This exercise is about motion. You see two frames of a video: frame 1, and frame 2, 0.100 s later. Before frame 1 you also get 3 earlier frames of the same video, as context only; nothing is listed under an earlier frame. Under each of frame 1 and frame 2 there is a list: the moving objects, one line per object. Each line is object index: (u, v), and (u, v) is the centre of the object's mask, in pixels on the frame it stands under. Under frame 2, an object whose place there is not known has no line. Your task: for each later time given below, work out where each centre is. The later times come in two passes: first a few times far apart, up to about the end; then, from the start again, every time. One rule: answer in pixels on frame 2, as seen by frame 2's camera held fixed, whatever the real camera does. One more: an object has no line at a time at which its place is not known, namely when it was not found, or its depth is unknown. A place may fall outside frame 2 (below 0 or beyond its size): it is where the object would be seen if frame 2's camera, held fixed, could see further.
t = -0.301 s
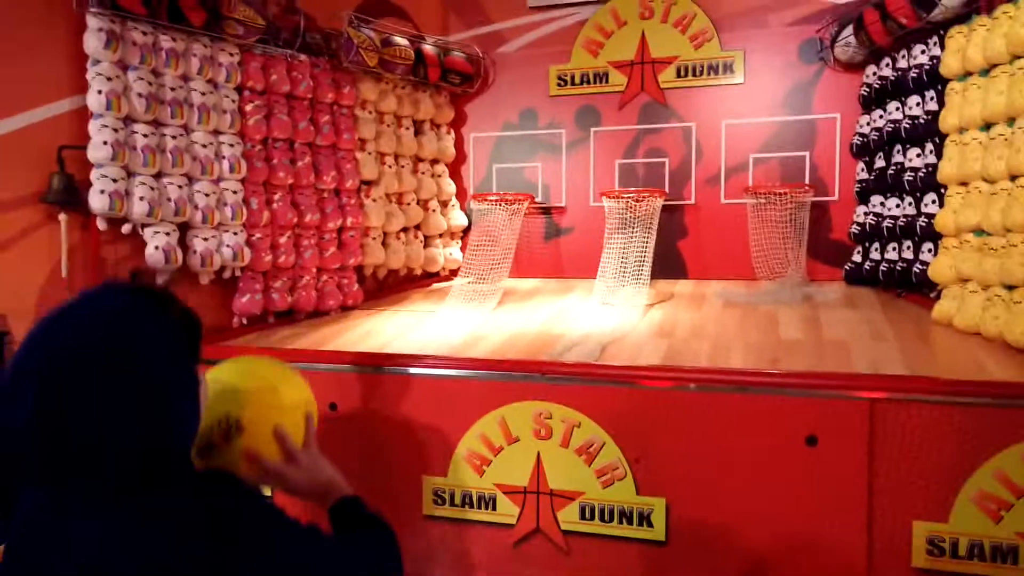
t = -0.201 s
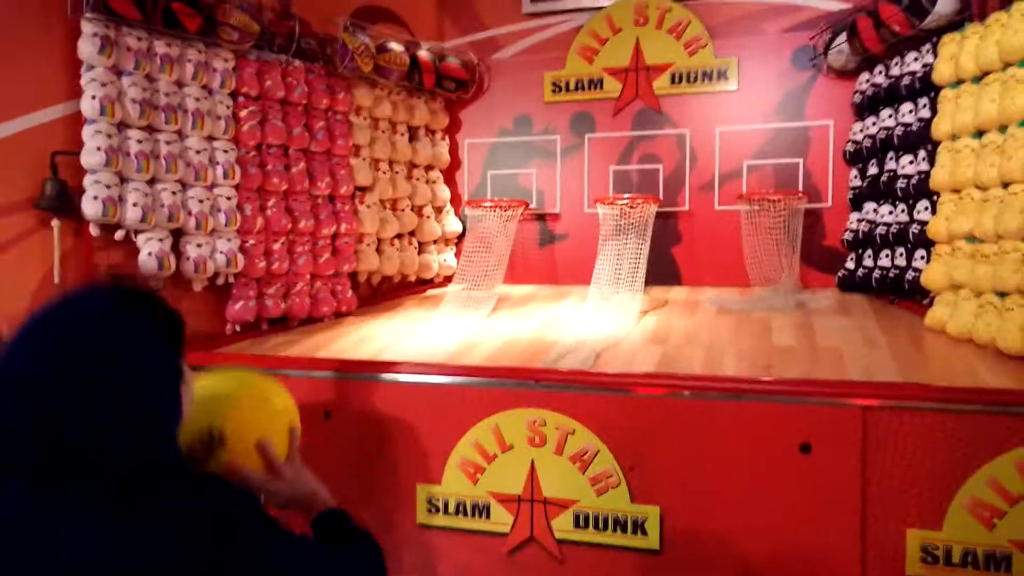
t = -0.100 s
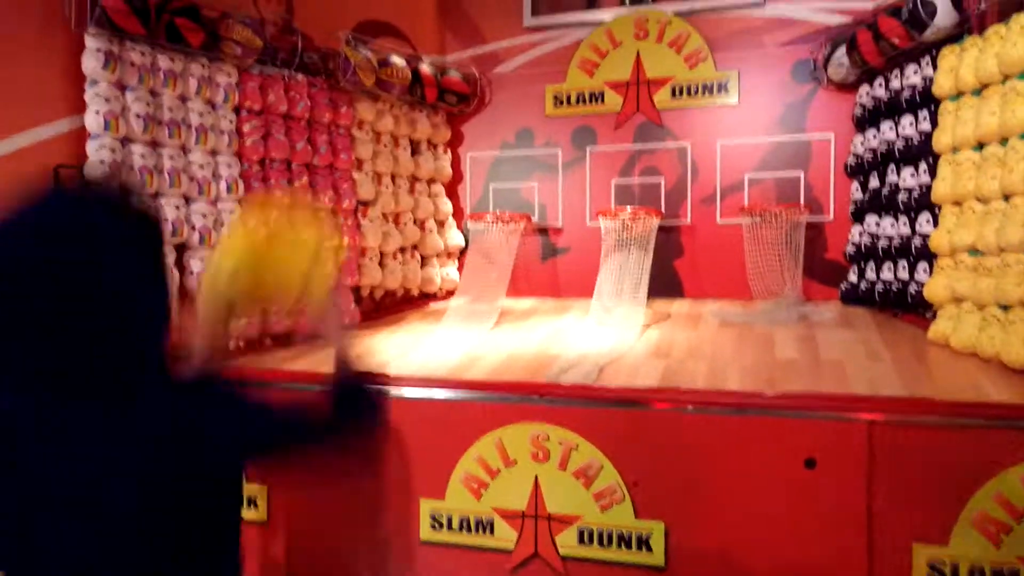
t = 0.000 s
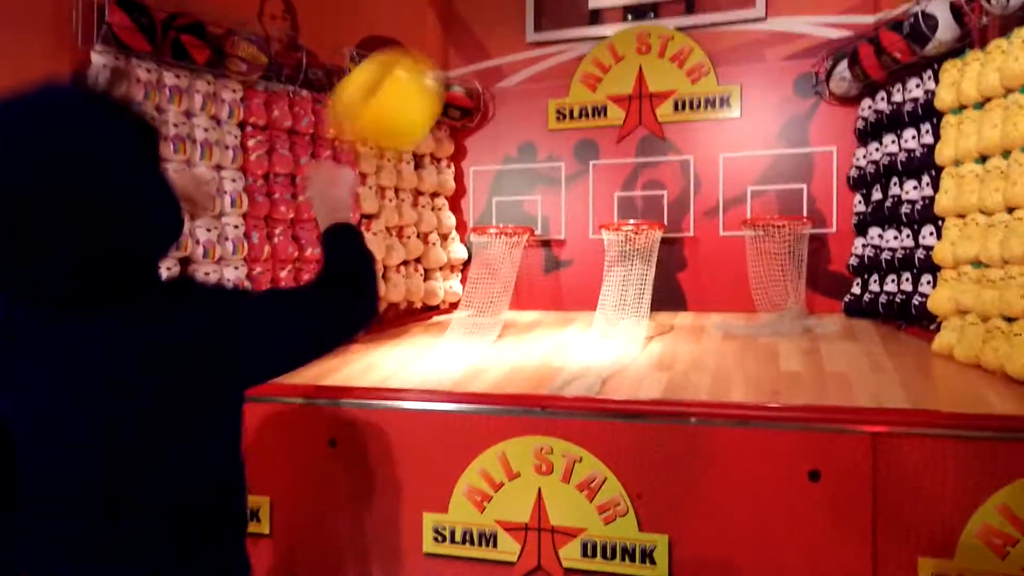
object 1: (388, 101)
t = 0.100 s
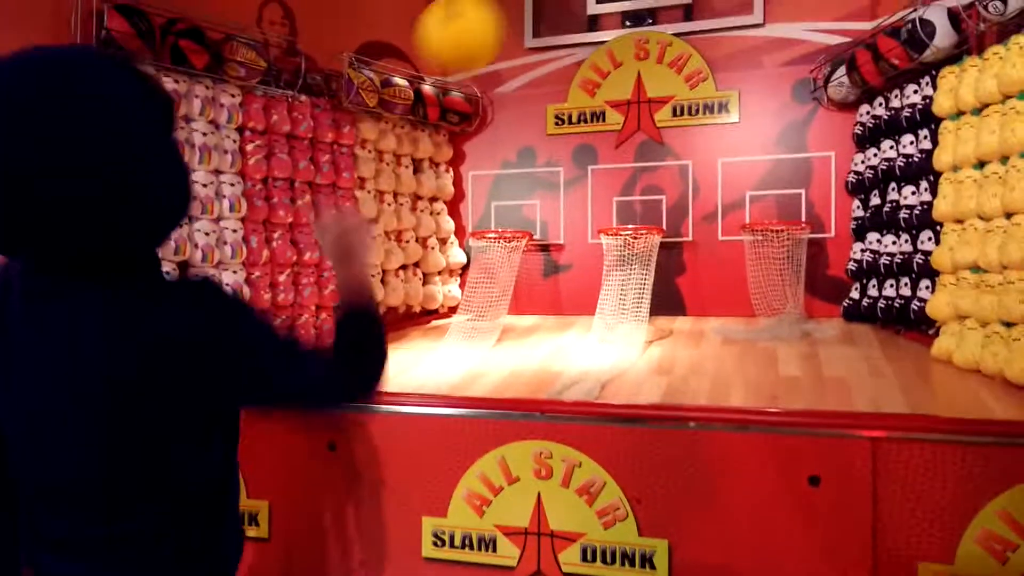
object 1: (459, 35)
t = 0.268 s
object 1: (540, 20)
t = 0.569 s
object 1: (617, 157)
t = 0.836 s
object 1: (652, 307)
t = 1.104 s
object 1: (663, 305)
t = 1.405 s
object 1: (675, 335)
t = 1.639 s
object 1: (681, 352)
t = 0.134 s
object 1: (480, 27)
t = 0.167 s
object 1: (496, 20)
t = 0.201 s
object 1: (513, 17)
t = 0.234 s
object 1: (528, 17)
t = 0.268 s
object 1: (540, 20)
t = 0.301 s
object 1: (552, 24)
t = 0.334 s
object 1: (562, 34)
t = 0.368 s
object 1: (572, 47)
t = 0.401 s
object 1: (581, 62)
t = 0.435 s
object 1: (589, 80)
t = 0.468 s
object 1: (595, 95)
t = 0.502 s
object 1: (605, 116)
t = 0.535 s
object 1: (612, 137)
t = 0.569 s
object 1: (617, 157)
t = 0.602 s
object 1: (622, 177)
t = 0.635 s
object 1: (628, 201)
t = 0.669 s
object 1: (633, 221)
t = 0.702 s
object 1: (638, 248)
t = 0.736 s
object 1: (643, 274)
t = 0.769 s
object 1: (646, 291)
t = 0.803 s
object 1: (649, 301)
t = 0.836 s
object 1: (652, 307)
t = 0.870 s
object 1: (653, 301)
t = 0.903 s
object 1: (654, 297)
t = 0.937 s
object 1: (655, 293)
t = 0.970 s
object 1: (657, 292)
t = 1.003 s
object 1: (658, 292)
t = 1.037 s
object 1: (659, 294)
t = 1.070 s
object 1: (661, 299)
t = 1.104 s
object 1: (663, 305)
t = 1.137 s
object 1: (664, 314)
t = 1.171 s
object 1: (666, 324)
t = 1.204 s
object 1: (667, 321)
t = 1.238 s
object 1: (669, 319)
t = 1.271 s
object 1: (670, 318)
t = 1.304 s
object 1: (672, 319)
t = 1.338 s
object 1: (673, 322)
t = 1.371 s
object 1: (674, 328)
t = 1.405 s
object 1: (675, 335)
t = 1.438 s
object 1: (677, 336)
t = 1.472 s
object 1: (678, 336)
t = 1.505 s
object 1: (678, 337)
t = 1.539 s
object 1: (679, 341)
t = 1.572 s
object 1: (680, 347)
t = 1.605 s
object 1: (681, 351)
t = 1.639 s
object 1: (681, 352)
